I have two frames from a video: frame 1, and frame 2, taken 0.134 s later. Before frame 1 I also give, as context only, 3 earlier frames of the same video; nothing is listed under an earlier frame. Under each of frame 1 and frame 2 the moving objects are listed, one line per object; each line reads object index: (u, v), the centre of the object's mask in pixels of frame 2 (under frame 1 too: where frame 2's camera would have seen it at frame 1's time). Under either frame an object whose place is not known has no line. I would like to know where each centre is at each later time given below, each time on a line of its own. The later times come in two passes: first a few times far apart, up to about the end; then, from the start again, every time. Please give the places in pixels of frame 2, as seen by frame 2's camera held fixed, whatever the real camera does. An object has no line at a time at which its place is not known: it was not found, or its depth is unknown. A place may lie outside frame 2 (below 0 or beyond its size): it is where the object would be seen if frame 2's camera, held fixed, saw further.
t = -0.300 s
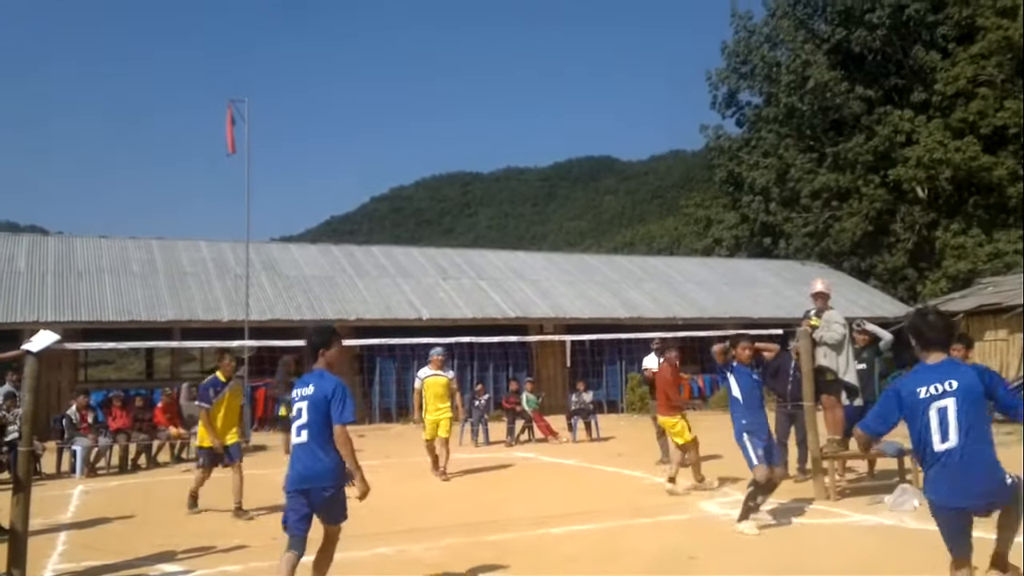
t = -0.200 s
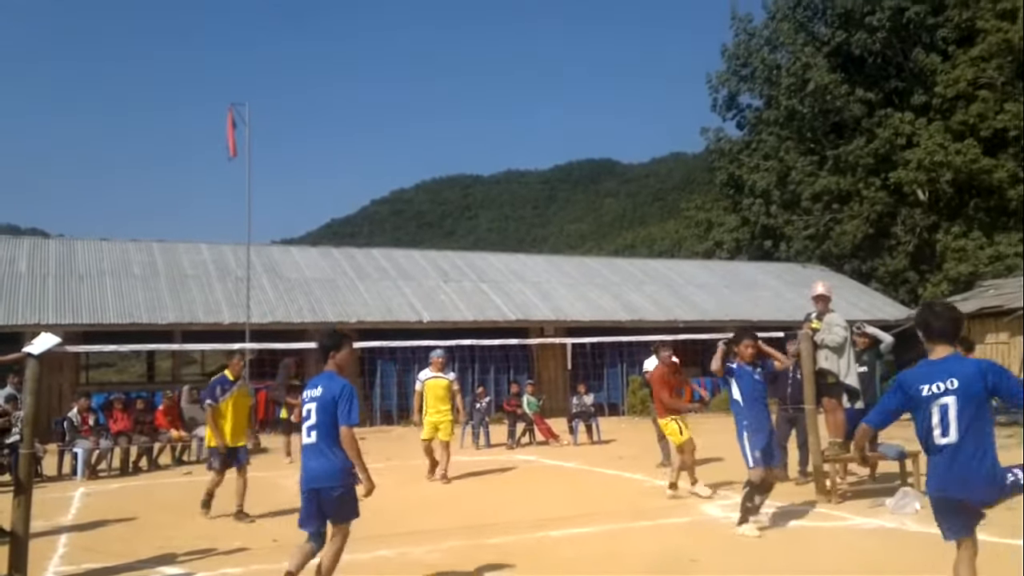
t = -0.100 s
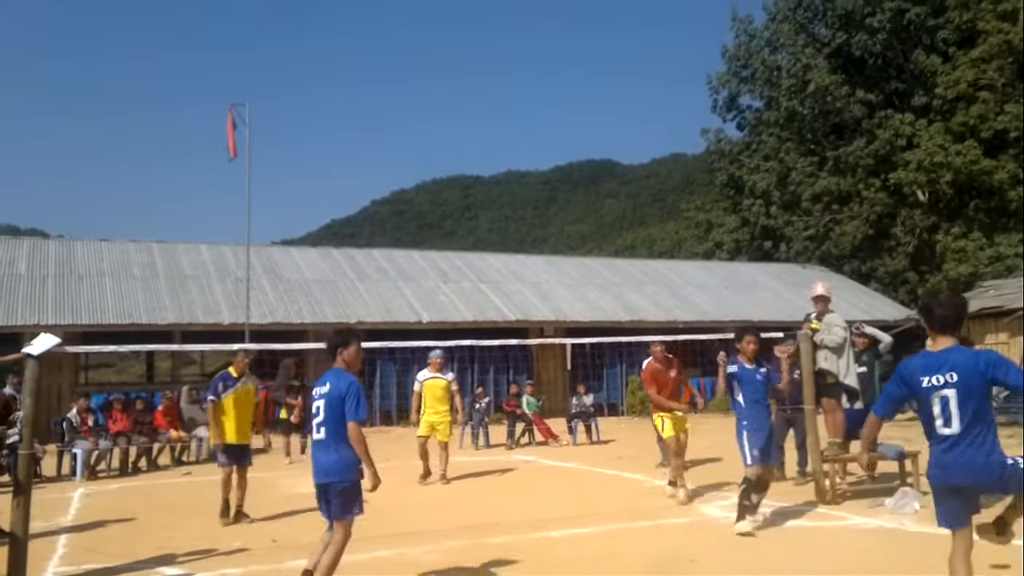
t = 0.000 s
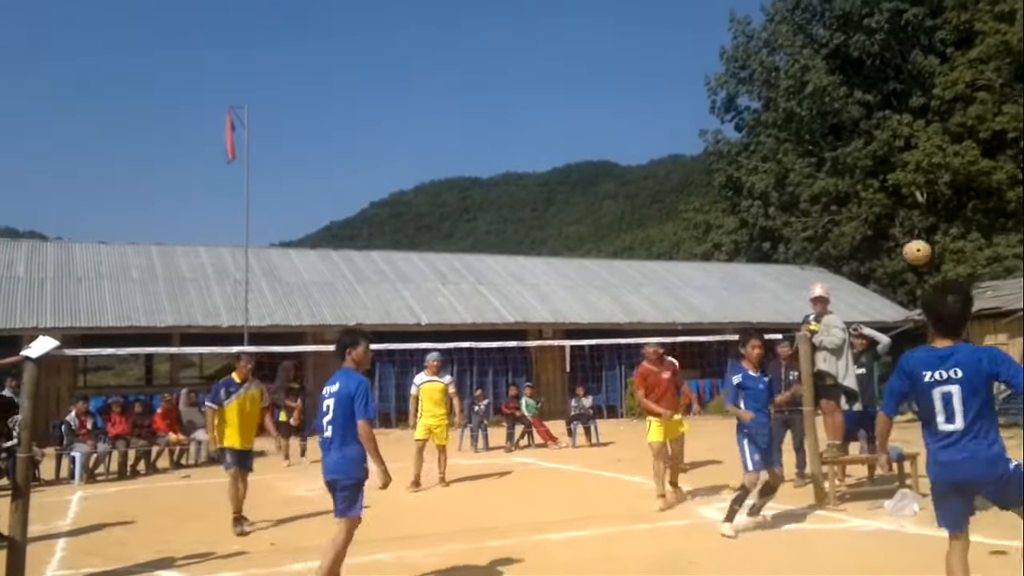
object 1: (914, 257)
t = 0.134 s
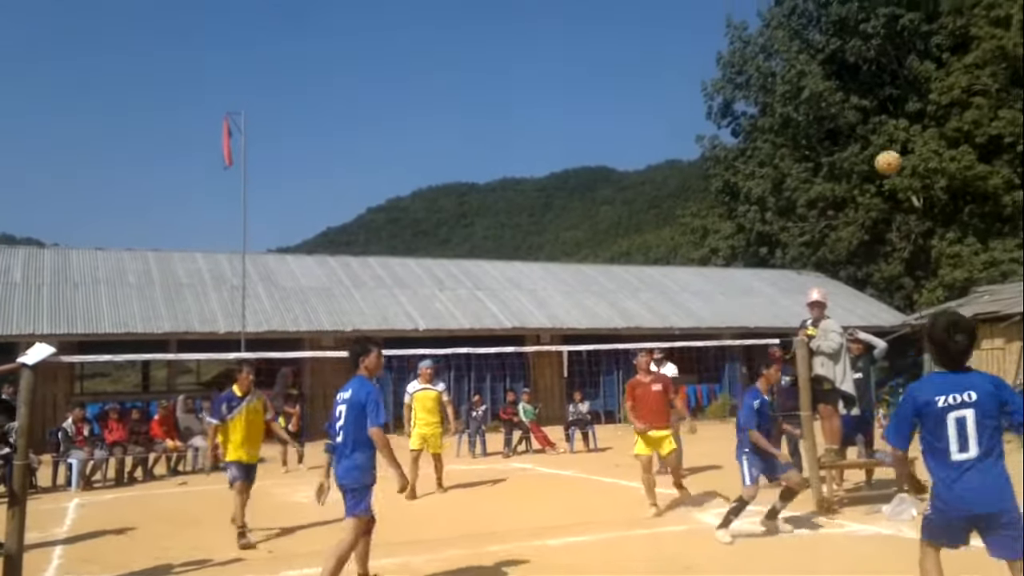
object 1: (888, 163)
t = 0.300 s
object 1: (862, 92)
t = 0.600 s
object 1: (824, 82)
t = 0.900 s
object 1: (798, 223)
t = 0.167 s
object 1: (882, 144)
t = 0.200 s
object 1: (876, 128)
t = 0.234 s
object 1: (871, 114)
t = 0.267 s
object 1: (866, 101)
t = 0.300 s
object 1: (862, 92)
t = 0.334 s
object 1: (857, 83)
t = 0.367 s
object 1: (852, 77)
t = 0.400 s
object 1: (848, 72)
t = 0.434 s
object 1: (843, 69)
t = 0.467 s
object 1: (839, 68)
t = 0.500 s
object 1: (835, 69)
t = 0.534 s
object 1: (832, 71)
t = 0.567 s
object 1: (828, 76)
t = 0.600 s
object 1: (824, 82)
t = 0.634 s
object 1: (821, 91)
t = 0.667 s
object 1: (818, 102)
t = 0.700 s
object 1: (815, 114)
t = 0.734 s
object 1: (811, 128)
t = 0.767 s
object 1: (808, 143)
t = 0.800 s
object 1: (806, 160)
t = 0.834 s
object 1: (803, 179)
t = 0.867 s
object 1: (800, 200)
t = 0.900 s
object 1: (798, 223)
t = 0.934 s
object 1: (797, 248)
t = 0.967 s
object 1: (794, 273)
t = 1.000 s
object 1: (792, 302)
